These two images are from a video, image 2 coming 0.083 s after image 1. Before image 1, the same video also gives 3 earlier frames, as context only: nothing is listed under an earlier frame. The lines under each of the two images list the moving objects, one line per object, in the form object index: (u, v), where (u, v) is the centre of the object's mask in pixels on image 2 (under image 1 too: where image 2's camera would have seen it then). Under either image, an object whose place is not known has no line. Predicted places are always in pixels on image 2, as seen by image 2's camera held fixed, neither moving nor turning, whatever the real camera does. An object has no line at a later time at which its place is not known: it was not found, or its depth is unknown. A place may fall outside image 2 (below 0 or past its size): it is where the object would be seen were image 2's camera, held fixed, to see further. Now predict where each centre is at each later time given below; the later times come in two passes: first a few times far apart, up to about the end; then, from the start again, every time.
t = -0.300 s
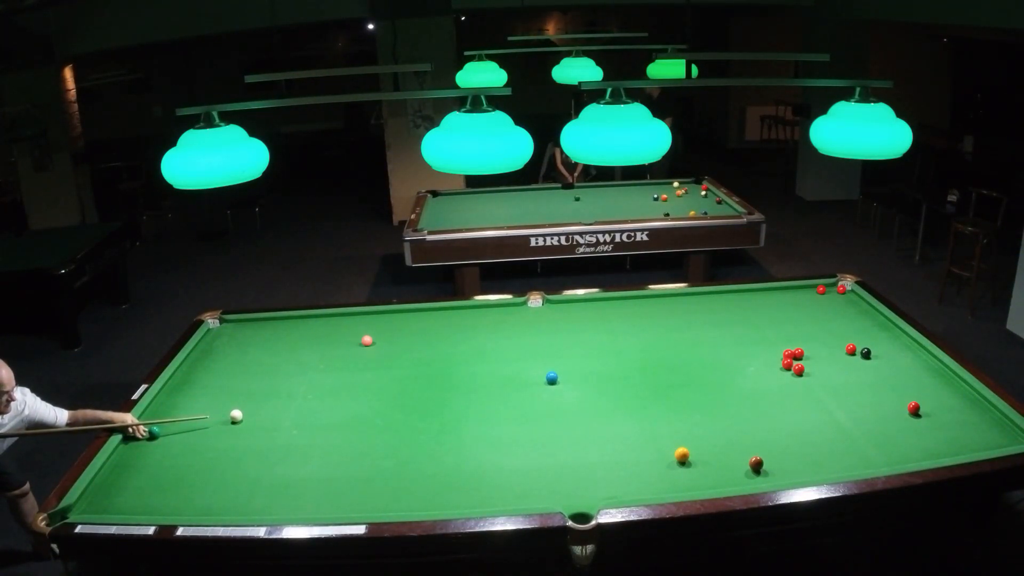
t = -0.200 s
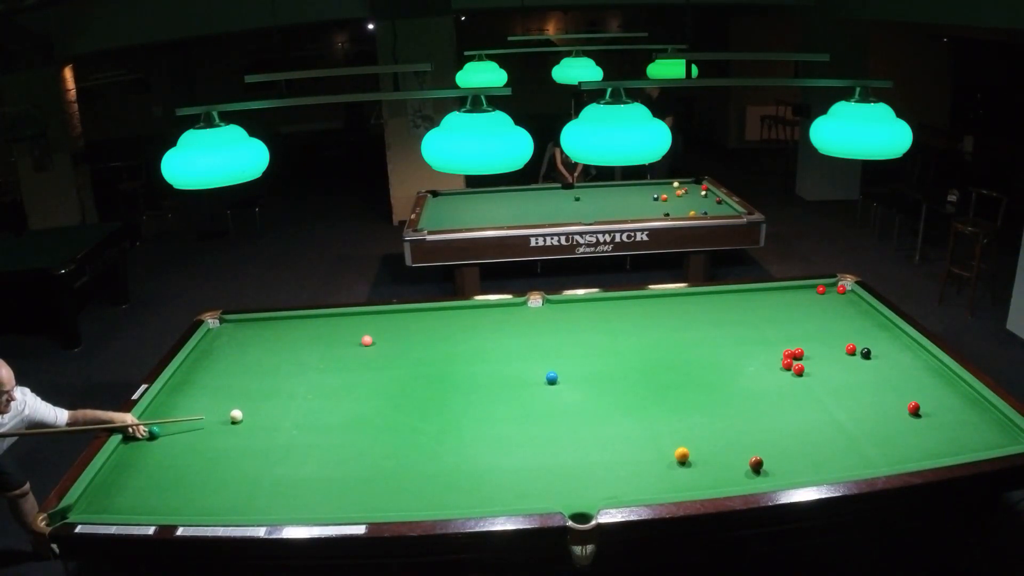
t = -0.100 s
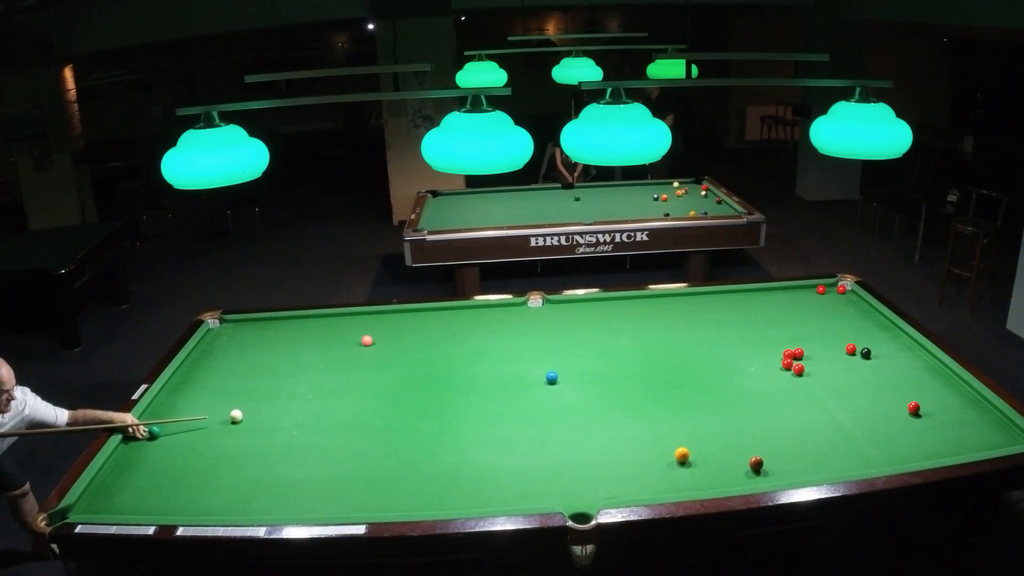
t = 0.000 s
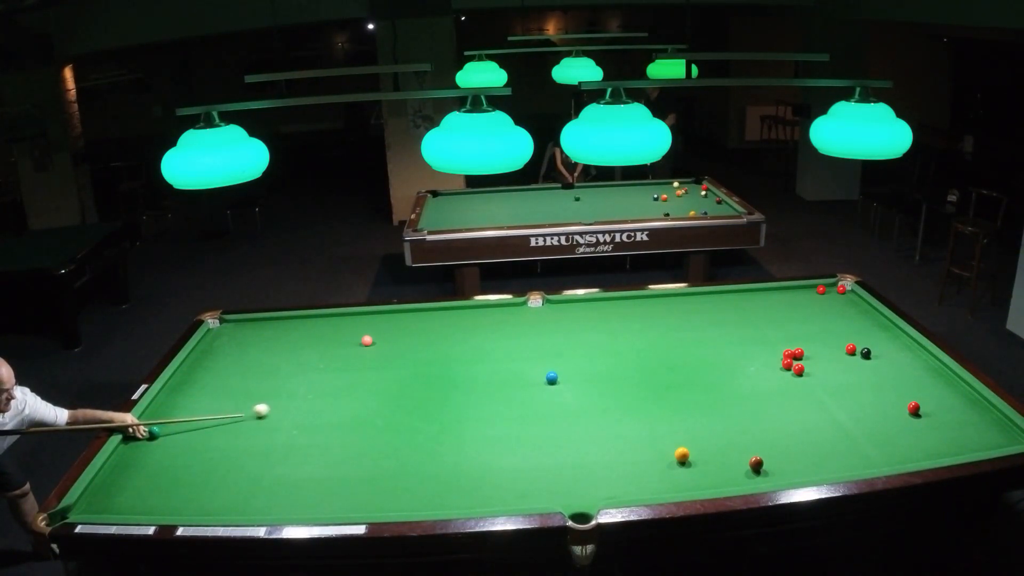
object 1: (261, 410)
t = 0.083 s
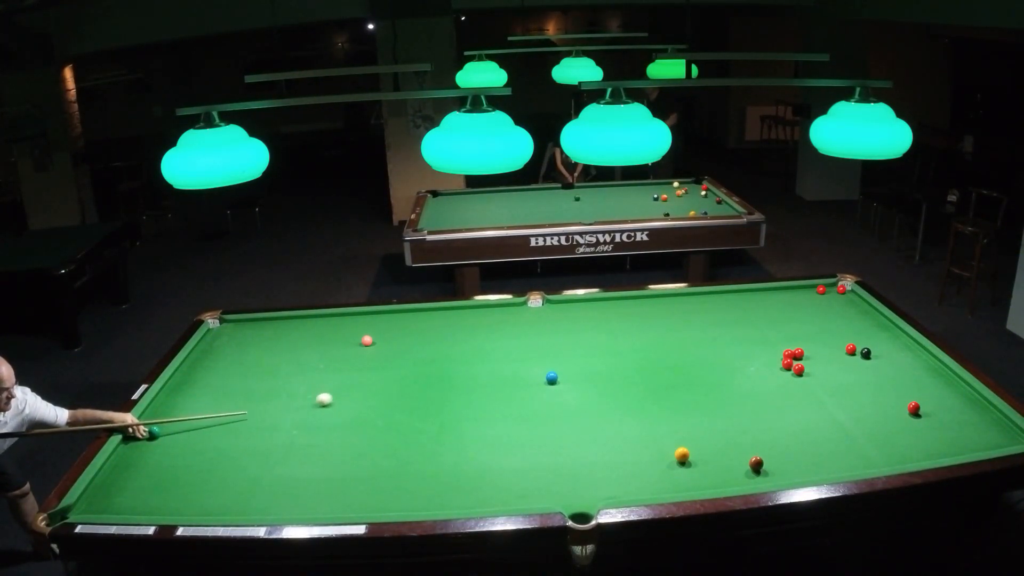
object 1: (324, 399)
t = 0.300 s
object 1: (465, 372)
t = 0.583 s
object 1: (624, 340)
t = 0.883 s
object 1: (762, 310)
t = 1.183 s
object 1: (833, 293)
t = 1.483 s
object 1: (740, 299)
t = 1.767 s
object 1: (649, 305)
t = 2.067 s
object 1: (549, 311)
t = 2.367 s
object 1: (451, 317)
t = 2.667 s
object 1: (355, 322)
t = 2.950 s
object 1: (271, 327)
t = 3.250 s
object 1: (231, 329)
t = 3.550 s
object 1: (294, 326)
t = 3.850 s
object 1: (358, 323)
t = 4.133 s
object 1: (418, 319)
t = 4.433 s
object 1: (481, 316)
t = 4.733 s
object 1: (542, 312)
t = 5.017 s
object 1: (598, 309)
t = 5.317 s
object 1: (654, 306)
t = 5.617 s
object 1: (707, 303)
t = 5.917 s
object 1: (755, 300)
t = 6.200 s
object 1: (798, 298)
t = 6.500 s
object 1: (840, 295)
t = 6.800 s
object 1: (836, 296)
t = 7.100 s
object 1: (806, 298)
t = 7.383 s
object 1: (778, 300)
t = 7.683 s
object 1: (749, 302)
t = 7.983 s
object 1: (722, 304)
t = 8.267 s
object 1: (697, 306)
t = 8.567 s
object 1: (672, 307)
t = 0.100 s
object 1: (336, 397)
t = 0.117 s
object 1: (348, 395)
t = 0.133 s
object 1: (359, 393)
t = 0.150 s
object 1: (371, 390)
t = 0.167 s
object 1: (381, 388)
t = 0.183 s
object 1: (393, 386)
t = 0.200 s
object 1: (403, 384)
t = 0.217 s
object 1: (413, 382)
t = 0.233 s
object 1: (424, 380)
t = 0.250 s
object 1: (434, 378)
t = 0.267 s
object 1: (444, 376)
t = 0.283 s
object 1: (455, 374)
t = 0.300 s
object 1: (465, 372)
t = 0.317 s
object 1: (475, 370)
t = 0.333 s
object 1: (485, 368)
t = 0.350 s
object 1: (495, 366)
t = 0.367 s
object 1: (505, 364)
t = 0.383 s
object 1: (515, 362)
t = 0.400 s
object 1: (524, 360)
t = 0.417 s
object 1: (534, 358)
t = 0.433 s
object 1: (543, 357)
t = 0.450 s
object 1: (553, 355)
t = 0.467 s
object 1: (562, 353)
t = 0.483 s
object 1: (571, 351)
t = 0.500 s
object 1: (580, 349)
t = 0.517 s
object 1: (589, 347)
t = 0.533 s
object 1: (598, 345)
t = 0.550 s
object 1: (607, 344)
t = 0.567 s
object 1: (616, 342)
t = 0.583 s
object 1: (624, 340)
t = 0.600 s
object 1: (633, 338)
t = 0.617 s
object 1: (641, 336)
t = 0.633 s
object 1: (650, 335)
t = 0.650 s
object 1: (657, 333)
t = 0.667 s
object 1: (666, 331)
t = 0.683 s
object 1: (674, 330)
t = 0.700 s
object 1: (682, 328)
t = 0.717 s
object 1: (690, 326)
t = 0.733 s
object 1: (697, 324)
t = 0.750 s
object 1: (705, 323)
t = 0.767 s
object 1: (713, 321)
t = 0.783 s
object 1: (720, 319)
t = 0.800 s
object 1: (727, 318)
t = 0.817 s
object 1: (734, 317)
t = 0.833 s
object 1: (742, 315)
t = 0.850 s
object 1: (749, 313)
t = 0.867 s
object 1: (756, 312)
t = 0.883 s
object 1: (762, 310)
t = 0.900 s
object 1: (769, 309)
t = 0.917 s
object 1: (776, 308)
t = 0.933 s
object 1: (783, 306)
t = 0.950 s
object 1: (789, 305)
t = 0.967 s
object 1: (795, 303)
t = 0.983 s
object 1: (802, 302)
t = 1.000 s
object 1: (808, 301)
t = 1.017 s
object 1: (814, 299)
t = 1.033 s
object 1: (820, 298)
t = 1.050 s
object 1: (826, 297)
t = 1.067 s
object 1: (832, 295)
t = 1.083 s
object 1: (838, 294)
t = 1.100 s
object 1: (844, 293)
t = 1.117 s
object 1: (850, 292)
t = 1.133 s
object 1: (849, 292)
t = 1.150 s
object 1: (844, 293)
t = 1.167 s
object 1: (839, 293)
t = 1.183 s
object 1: (833, 293)
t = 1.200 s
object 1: (828, 294)
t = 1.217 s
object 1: (823, 294)
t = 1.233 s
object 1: (818, 295)
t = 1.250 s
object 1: (813, 295)
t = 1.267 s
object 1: (808, 295)
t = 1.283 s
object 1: (803, 296)
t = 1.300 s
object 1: (798, 296)
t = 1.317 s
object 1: (792, 296)
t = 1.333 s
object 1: (787, 297)
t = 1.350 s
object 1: (782, 297)
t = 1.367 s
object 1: (777, 297)
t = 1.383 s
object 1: (772, 298)
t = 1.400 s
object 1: (766, 298)
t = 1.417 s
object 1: (761, 298)
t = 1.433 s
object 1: (756, 299)
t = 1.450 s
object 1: (751, 299)
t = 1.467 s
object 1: (746, 299)
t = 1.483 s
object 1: (740, 299)
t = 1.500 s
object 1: (735, 300)
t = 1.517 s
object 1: (729, 300)
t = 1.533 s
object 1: (724, 301)
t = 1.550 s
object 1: (719, 301)
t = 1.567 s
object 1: (713, 301)
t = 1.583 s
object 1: (708, 302)
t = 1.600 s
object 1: (703, 302)
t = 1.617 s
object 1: (698, 302)
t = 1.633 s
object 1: (692, 303)
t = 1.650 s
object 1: (687, 303)
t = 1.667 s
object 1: (681, 304)
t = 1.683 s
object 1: (676, 304)
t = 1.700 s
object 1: (670, 304)
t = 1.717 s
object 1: (665, 304)
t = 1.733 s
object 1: (659, 305)
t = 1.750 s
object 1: (654, 305)
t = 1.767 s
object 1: (649, 305)
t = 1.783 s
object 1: (643, 306)
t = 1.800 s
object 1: (638, 306)
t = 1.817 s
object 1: (632, 307)
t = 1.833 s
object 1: (627, 307)
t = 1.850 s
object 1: (621, 307)
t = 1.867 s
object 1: (616, 307)
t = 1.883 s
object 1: (610, 308)
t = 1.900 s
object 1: (604, 308)
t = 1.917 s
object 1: (599, 308)
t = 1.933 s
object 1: (593, 309)
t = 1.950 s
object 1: (588, 309)
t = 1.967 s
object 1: (582, 309)
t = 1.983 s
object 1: (577, 310)
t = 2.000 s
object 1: (571, 310)
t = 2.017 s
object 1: (566, 310)
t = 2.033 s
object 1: (560, 310)
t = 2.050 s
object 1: (555, 311)
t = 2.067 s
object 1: (549, 311)
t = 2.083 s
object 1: (544, 312)
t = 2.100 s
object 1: (539, 312)
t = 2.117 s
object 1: (532, 312)
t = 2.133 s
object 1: (527, 312)
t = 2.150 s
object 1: (522, 313)
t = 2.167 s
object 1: (516, 313)
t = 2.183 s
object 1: (511, 313)
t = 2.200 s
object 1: (505, 314)
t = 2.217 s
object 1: (500, 314)
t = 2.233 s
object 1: (494, 314)
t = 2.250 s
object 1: (489, 315)
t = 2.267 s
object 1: (483, 315)
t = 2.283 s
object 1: (478, 315)
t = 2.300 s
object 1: (472, 316)
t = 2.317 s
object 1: (467, 316)
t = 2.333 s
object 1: (461, 316)
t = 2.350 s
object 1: (456, 317)
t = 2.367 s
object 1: (451, 317)
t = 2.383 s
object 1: (445, 317)
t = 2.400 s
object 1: (440, 317)
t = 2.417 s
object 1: (434, 318)
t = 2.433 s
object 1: (429, 318)
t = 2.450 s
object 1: (424, 318)
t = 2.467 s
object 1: (419, 318)
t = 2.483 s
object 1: (413, 319)
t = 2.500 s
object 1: (408, 319)
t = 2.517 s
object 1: (403, 319)
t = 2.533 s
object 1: (397, 320)
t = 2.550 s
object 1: (392, 320)
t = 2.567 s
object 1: (387, 320)
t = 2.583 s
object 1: (381, 321)
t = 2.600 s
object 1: (376, 321)
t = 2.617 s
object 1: (371, 321)
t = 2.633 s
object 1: (365, 322)
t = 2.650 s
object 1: (360, 322)
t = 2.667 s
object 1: (355, 322)
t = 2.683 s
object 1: (350, 322)
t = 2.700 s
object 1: (345, 323)
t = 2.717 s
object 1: (340, 323)
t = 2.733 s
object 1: (335, 323)
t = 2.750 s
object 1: (330, 324)
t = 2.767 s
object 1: (325, 324)
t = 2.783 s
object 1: (320, 324)
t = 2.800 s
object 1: (315, 324)
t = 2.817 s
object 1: (310, 324)
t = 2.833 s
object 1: (305, 325)
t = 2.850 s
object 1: (300, 325)
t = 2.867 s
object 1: (295, 325)
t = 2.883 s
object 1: (290, 326)
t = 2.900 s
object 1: (285, 326)
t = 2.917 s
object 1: (281, 326)
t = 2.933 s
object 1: (276, 326)
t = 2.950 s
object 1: (271, 327)
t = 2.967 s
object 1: (266, 327)
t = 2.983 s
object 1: (261, 327)
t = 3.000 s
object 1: (257, 327)
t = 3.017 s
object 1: (252, 328)
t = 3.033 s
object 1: (247, 328)
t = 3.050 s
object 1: (242, 328)
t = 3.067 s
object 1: (238, 328)
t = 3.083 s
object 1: (233, 329)
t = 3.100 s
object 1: (228, 329)
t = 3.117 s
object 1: (224, 329)
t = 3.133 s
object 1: (219, 329)
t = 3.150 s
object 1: (215, 329)
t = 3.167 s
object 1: (211, 330)
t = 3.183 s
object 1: (215, 329)
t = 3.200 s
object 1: (219, 329)
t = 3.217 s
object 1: (223, 329)
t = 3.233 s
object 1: (227, 329)
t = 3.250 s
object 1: (231, 329)
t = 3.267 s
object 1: (234, 329)
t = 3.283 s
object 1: (237, 329)
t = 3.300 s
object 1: (241, 328)
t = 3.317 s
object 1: (245, 328)
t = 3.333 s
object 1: (248, 328)
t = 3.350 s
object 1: (251, 328)
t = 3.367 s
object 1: (255, 327)
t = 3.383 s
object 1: (258, 327)
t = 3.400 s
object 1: (262, 327)
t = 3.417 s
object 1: (265, 327)
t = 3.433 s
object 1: (269, 327)
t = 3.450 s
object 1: (273, 327)
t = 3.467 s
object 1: (276, 326)
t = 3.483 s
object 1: (280, 326)
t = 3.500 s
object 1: (283, 326)
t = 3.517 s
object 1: (287, 326)
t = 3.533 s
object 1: (290, 326)
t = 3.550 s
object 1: (294, 326)
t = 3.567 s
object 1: (297, 325)
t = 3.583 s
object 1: (301, 325)
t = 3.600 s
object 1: (304, 325)
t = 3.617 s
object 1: (308, 325)
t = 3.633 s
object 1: (312, 325)
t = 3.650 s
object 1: (315, 325)
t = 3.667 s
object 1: (319, 324)
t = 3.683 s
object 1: (322, 324)
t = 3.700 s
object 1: (326, 324)
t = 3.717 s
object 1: (329, 324)
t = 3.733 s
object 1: (333, 324)
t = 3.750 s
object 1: (336, 323)
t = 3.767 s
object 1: (340, 323)
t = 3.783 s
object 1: (344, 323)
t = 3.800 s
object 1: (347, 323)
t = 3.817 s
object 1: (350, 323)
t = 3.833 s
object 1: (354, 323)
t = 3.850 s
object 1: (358, 323)
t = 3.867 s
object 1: (361, 322)
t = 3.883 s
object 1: (365, 322)
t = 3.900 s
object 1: (369, 322)
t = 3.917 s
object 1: (372, 322)
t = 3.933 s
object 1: (375, 322)
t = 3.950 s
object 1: (379, 321)
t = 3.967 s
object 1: (383, 321)
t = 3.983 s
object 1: (386, 321)
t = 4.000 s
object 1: (390, 321)
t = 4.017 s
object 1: (393, 321)
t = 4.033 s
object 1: (397, 320)
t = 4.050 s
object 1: (401, 320)
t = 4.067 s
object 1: (404, 320)
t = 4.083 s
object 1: (408, 320)
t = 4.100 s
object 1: (411, 320)
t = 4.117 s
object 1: (415, 320)
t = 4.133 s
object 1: (418, 319)
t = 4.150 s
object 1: (422, 319)
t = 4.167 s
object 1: (425, 319)
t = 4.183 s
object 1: (429, 319)
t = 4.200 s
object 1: (432, 319)
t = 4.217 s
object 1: (435, 319)
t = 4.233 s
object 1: (439, 318)
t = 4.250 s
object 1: (443, 318)
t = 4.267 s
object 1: (446, 318)
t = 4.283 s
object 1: (450, 318)
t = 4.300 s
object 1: (453, 318)
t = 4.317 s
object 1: (457, 317)
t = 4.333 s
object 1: (460, 317)
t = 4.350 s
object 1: (464, 317)
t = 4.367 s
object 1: (467, 317)
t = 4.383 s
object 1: (471, 317)
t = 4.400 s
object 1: (474, 316)
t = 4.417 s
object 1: (478, 316)
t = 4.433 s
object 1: (481, 316)
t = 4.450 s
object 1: (484, 316)
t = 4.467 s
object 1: (488, 315)
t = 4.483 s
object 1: (491, 315)
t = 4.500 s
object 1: (495, 315)
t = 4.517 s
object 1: (498, 315)
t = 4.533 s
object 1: (502, 315)
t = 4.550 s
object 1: (505, 315)
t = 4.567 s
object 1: (508, 314)
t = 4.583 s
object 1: (512, 314)
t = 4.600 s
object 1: (515, 314)
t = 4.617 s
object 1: (518, 314)
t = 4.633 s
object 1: (522, 314)
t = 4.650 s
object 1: (526, 313)
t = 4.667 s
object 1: (529, 313)
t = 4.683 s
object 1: (532, 313)
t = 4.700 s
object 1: (535, 313)
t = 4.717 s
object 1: (539, 313)
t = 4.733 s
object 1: (542, 312)
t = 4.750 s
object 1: (546, 312)
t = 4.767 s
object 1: (549, 312)
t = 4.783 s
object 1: (552, 312)
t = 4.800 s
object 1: (556, 312)
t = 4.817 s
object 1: (559, 312)
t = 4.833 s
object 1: (562, 311)
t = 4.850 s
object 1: (566, 311)
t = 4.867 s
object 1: (569, 311)
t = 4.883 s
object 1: (572, 311)
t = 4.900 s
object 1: (575, 311)
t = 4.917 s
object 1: (579, 310)
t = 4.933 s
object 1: (582, 310)
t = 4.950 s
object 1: (585, 310)
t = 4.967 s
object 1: (588, 310)
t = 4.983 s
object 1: (592, 310)
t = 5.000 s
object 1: (595, 309)
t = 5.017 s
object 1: (598, 309)
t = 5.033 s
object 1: (601, 309)
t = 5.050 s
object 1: (604, 309)
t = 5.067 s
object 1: (607, 309)
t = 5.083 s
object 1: (611, 309)
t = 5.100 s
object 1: (614, 308)
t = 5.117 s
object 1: (617, 308)
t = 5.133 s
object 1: (620, 308)
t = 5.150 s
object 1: (623, 308)
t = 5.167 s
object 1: (626, 308)
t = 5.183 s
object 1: (629, 308)
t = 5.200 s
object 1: (632, 307)
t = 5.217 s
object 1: (635, 307)
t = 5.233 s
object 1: (639, 307)
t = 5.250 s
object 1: (642, 307)
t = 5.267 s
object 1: (645, 307)
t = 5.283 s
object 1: (648, 306)
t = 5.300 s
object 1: (651, 306)
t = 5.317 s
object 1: (654, 306)
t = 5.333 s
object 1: (657, 306)
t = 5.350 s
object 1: (660, 306)
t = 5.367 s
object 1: (663, 305)
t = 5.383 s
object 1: (666, 305)
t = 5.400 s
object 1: (669, 305)
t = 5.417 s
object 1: (672, 305)
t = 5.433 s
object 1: (675, 305)
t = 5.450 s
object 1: (678, 305)
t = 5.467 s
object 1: (681, 304)
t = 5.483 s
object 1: (684, 304)
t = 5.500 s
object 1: (687, 304)
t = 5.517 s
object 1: (690, 304)
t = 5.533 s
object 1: (692, 304)
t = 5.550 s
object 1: (695, 303)
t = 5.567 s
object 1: (698, 303)
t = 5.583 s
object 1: (701, 303)
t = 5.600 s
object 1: (704, 303)
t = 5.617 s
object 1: (707, 303)
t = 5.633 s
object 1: (709, 303)
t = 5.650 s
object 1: (712, 303)
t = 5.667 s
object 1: (715, 302)
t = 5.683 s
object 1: (718, 302)
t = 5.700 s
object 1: (721, 302)
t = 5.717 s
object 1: (724, 302)
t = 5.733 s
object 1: (726, 302)
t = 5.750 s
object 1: (729, 302)
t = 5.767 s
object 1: (732, 302)
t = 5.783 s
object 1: (735, 301)
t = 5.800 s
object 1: (737, 301)
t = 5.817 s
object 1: (740, 301)
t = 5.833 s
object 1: (743, 301)
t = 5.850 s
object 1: (744, 301)
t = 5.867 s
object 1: (747, 301)
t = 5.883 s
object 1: (749, 301)
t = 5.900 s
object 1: (752, 300)
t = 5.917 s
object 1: (755, 300)
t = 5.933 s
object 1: (757, 300)
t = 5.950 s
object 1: (760, 300)
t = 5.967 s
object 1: (762, 300)
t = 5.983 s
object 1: (765, 300)
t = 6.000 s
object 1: (768, 299)
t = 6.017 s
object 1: (770, 299)
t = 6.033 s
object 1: (773, 299)
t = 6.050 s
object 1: (775, 299)
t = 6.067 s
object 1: (778, 299)
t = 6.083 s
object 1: (780, 299)
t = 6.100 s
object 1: (783, 299)
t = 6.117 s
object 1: (785, 299)
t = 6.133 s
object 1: (788, 298)
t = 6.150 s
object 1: (790, 298)
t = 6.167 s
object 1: (793, 298)
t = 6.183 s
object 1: (795, 298)
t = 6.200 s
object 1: (798, 298)
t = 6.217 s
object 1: (800, 298)
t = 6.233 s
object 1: (803, 297)
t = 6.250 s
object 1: (805, 297)
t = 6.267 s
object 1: (807, 297)
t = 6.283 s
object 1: (810, 297)
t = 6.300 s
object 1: (812, 297)
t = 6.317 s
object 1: (815, 297)
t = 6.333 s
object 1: (817, 297)
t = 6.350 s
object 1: (819, 297)
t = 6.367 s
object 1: (822, 296)
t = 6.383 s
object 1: (824, 296)
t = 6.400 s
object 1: (826, 296)
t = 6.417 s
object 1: (829, 296)
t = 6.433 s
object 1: (831, 296)
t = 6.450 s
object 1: (833, 296)
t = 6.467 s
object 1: (836, 295)
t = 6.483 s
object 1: (838, 295)
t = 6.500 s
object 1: (840, 295)
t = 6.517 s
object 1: (843, 295)
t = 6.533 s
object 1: (845, 295)
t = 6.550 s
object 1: (847, 295)
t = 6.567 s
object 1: (849, 295)
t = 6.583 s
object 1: (851, 295)
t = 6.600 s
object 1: (854, 294)
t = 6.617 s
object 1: (854, 294)
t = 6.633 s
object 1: (852, 294)
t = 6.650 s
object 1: (851, 295)
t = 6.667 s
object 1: (849, 295)
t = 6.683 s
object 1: (848, 295)
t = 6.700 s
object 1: (846, 295)
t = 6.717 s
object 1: (844, 295)
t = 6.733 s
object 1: (842, 295)
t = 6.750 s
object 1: (841, 295)
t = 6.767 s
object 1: (839, 295)
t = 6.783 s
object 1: (837, 296)
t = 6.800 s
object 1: (836, 296)
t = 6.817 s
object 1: (834, 296)
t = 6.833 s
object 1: (832, 296)
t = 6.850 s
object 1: (831, 296)
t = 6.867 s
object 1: (829, 296)
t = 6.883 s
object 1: (827, 296)
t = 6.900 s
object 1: (825, 297)
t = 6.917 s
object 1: (824, 297)
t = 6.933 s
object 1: (822, 297)
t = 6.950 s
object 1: (820, 297)
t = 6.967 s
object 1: (819, 297)
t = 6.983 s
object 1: (817, 297)
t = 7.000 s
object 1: (815, 297)
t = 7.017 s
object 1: (814, 298)
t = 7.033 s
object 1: (812, 298)
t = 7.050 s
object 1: (810, 298)
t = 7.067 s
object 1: (809, 298)
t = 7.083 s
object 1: (807, 298)
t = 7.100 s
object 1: (806, 298)
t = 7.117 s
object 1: (804, 298)
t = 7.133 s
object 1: (802, 299)
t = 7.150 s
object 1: (801, 299)
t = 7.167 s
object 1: (799, 299)
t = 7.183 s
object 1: (797, 299)
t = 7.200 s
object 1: (796, 299)
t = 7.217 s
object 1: (794, 299)
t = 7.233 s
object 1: (792, 299)
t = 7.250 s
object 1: (791, 299)
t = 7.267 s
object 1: (789, 300)
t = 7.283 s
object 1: (787, 300)
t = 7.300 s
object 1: (786, 300)
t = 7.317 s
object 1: (784, 300)
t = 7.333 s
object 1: (783, 300)
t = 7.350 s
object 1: (781, 300)
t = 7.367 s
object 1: (779, 300)
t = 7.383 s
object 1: (778, 300)
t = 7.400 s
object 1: (776, 300)
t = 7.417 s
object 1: (775, 301)
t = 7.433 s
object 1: (773, 301)
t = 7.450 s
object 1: (771, 301)
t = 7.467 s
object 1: (770, 301)
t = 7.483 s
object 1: (768, 301)
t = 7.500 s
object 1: (767, 301)
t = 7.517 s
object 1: (765, 301)
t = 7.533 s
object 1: (763, 301)
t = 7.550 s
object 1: (762, 302)
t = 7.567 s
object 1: (760, 302)
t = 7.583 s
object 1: (759, 302)
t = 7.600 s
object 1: (757, 302)
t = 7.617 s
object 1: (756, 302)
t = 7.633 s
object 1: (754, 302)
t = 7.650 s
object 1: (752, 302)
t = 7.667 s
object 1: (751, 302)
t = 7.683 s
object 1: (749, 302)
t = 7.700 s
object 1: (748, 302)
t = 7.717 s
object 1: (746, 303)
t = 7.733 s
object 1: (745, 303)
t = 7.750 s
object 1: (743, 303)
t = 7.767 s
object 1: (742, 303)
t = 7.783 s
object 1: (740, 303)
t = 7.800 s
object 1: (738, 303)
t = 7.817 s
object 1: (737, 303)
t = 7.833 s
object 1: (736, 303)
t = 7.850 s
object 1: (734, 303)
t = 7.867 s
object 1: (732, 304)
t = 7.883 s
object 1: (731, 304)
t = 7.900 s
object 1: (729, 304)
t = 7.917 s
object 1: (728, 304)
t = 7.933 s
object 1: (727, 304)
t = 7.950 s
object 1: (725, 304)
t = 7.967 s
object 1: (724, 304)
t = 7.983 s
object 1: (722, 304)
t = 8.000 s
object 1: (720, 304)
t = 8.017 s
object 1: (719, 304)
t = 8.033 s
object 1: (718, 304)
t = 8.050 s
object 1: (716, 305)
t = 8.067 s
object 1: (715, 305)
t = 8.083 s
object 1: (713, 305)
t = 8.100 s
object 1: (711, 305)
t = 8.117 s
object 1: (710, 305)
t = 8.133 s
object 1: (709, 305)
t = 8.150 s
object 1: (707, 305)
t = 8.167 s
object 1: (706, 305)
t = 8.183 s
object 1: (705, 305)
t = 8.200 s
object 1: (703, 306)
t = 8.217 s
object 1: (702, 305)
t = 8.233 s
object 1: (700, 305)
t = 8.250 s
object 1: (698, 306)
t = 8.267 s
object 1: (697, 306)
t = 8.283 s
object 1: (696, 306)
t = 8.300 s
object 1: (694, 306)
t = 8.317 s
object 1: (693, 306)
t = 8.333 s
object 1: (692, 306)
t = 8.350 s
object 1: (690, 306)
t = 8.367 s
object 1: (689, 307)
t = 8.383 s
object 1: (687, 307)
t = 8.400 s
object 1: (686, 306)
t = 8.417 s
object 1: (685, 307)
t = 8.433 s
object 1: (683, 307)
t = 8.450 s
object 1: (682, 307)
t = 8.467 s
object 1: (681, 307)
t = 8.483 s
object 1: (679, 307)
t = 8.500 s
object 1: (678, 307)
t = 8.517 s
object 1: (676, 307)
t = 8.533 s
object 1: (675, 307)
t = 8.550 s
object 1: (674, 307)
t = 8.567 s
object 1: (672, 307)
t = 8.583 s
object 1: (671, 307)
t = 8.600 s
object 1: (670, 308)
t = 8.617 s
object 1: (668, 308)
